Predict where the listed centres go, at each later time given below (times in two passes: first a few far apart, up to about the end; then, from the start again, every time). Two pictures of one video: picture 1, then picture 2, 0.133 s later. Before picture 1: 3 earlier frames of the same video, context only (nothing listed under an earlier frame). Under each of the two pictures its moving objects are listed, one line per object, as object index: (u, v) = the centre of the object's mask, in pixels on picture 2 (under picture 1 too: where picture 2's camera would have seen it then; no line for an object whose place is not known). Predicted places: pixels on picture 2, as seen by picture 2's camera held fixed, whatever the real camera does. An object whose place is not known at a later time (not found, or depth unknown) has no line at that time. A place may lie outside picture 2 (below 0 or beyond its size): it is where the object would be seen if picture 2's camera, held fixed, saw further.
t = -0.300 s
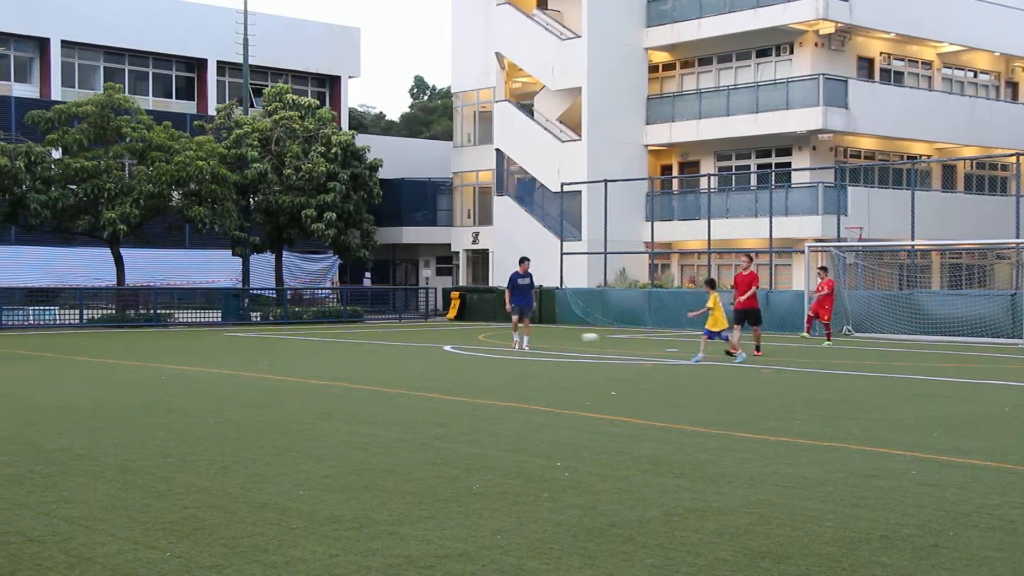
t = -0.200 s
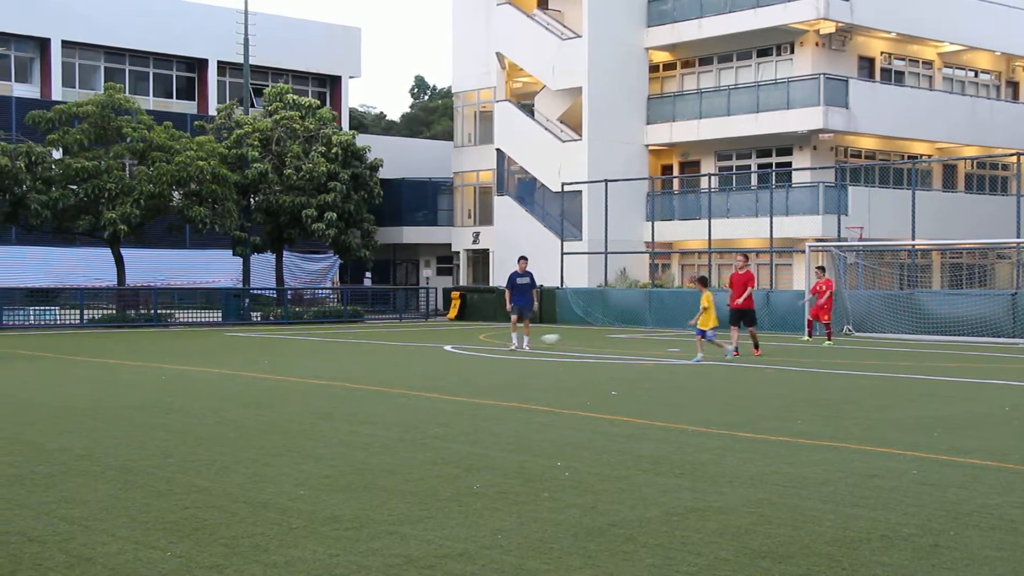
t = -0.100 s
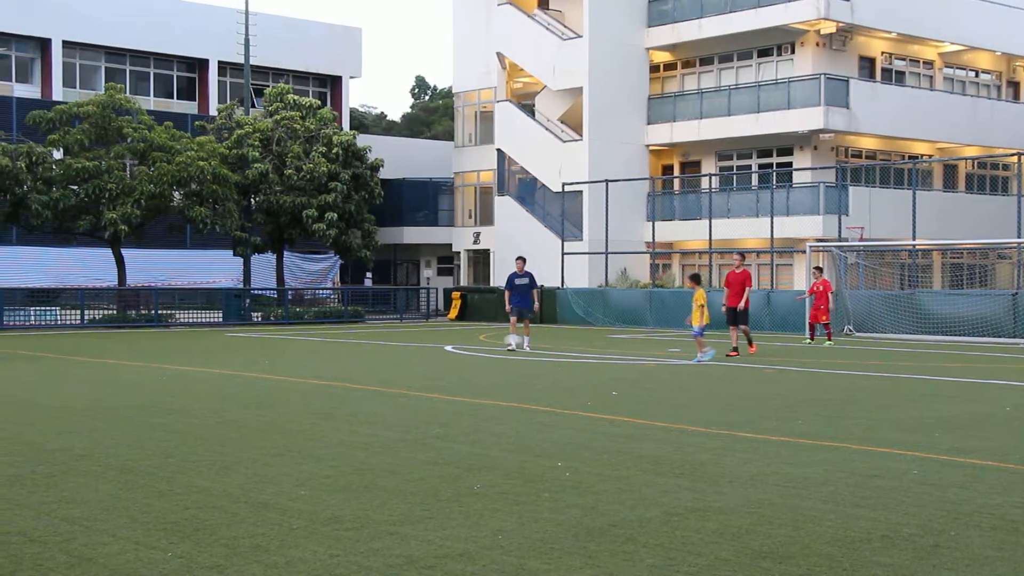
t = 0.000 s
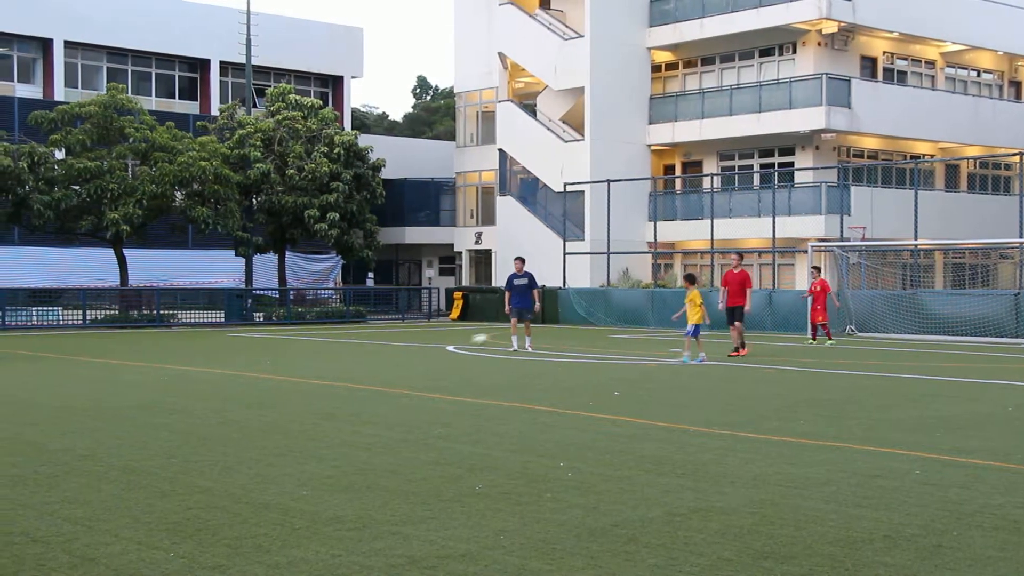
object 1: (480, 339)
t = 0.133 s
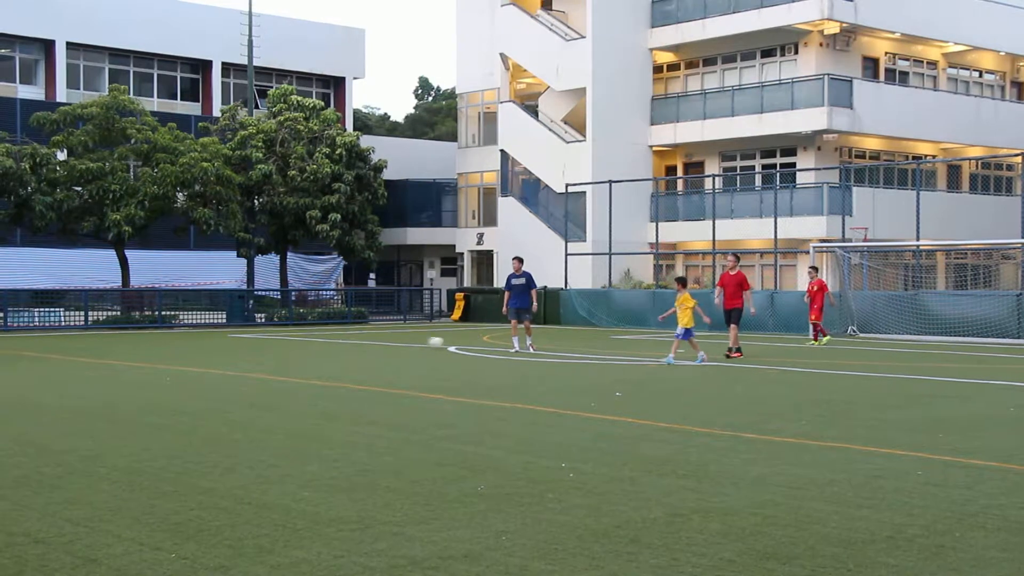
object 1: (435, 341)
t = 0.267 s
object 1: (395, 341)
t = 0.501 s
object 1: (328, 345)
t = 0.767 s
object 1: (252, 347)
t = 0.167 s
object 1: (425, 340)
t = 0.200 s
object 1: (416, 339)
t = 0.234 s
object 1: (404, 340)
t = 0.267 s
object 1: (395, 341)
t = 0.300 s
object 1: (384, 343)
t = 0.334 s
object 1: (375, 344)
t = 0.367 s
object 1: (365, 343)
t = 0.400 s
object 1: (356, 343)
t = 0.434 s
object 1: (347, 343)
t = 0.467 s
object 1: (337, 344)
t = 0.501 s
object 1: (328, 345)
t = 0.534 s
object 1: (318, 345)
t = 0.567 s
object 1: (307, 343)
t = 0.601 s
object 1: (298, 344)
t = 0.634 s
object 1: (290, 345)
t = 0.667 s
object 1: (281, 346)
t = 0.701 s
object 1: (271, 346)
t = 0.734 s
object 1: (262, 347)
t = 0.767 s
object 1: (252, 347)
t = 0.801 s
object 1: (243, 347)
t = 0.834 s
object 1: (234, 347)
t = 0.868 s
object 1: (224, 347)
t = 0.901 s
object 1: (215, 348)
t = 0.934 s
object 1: (205, 348)
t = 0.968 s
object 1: (196, 348)
